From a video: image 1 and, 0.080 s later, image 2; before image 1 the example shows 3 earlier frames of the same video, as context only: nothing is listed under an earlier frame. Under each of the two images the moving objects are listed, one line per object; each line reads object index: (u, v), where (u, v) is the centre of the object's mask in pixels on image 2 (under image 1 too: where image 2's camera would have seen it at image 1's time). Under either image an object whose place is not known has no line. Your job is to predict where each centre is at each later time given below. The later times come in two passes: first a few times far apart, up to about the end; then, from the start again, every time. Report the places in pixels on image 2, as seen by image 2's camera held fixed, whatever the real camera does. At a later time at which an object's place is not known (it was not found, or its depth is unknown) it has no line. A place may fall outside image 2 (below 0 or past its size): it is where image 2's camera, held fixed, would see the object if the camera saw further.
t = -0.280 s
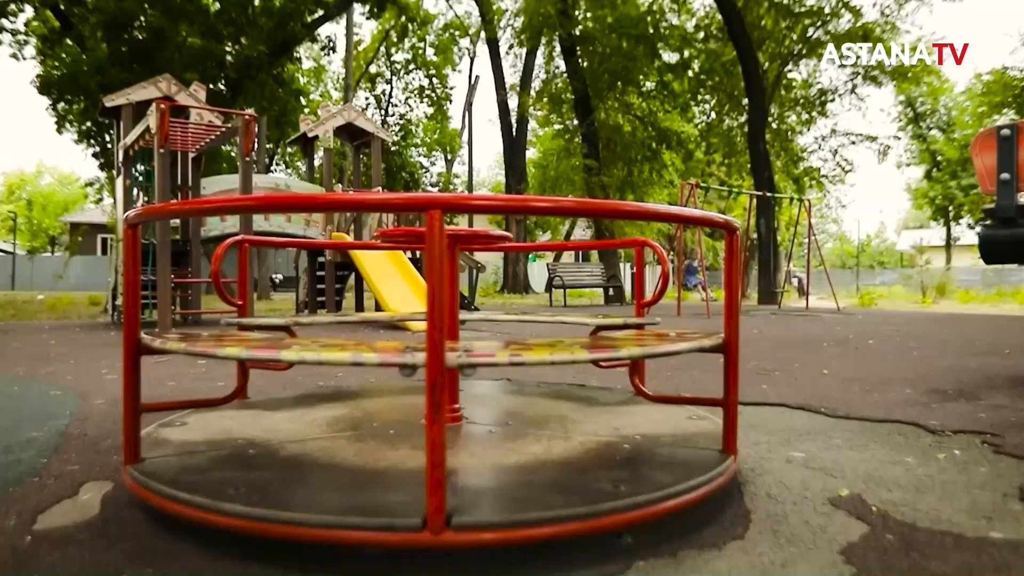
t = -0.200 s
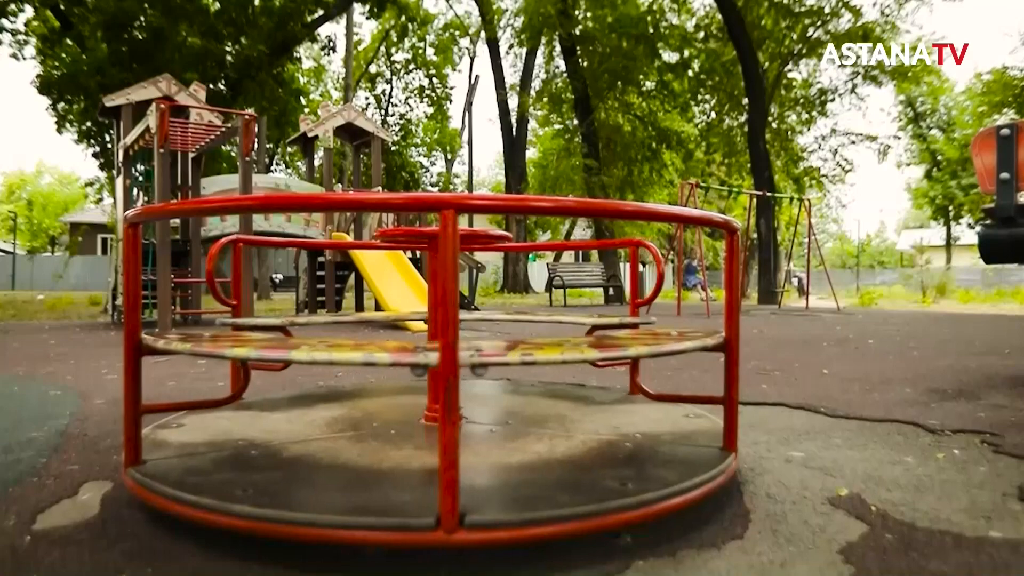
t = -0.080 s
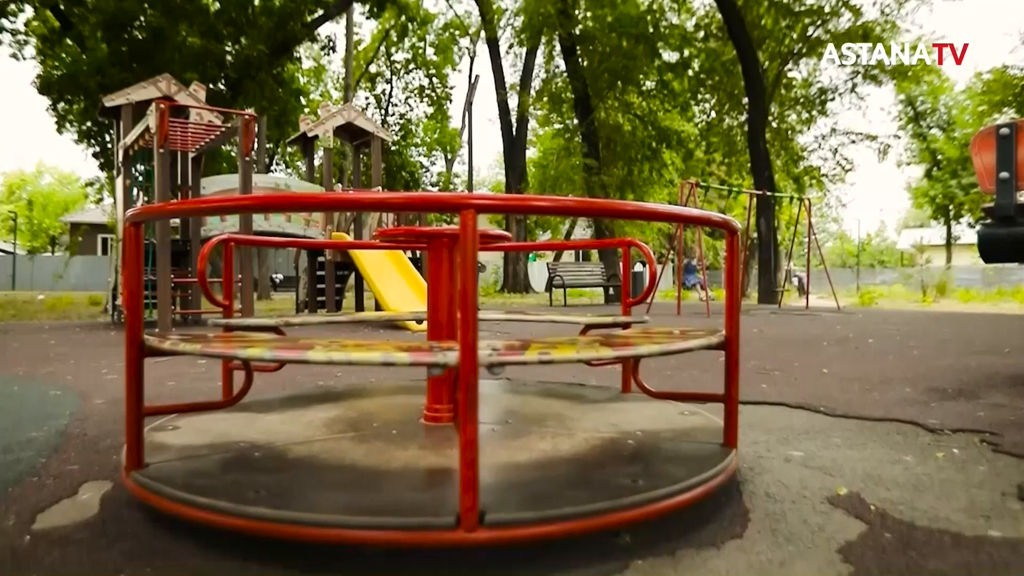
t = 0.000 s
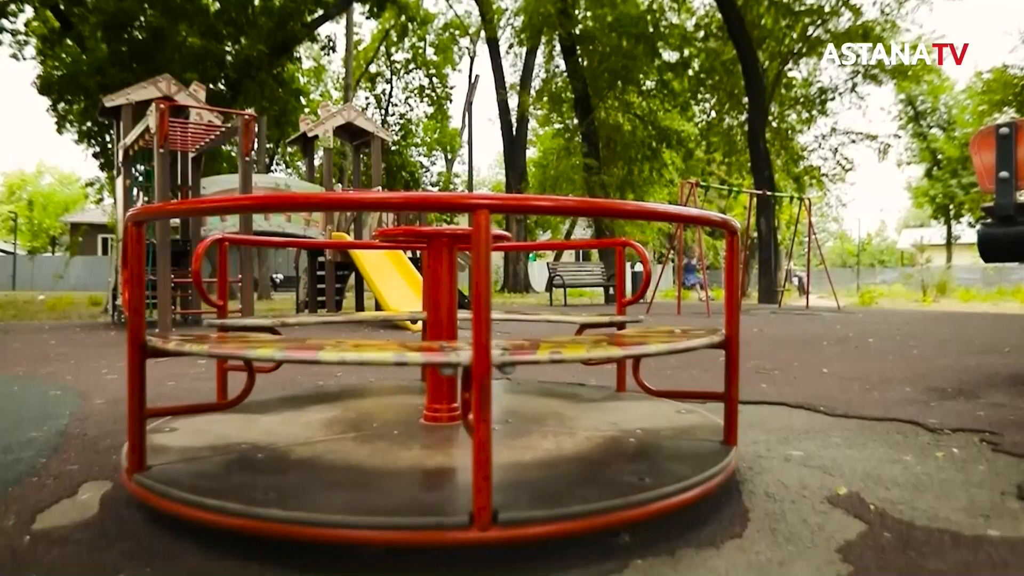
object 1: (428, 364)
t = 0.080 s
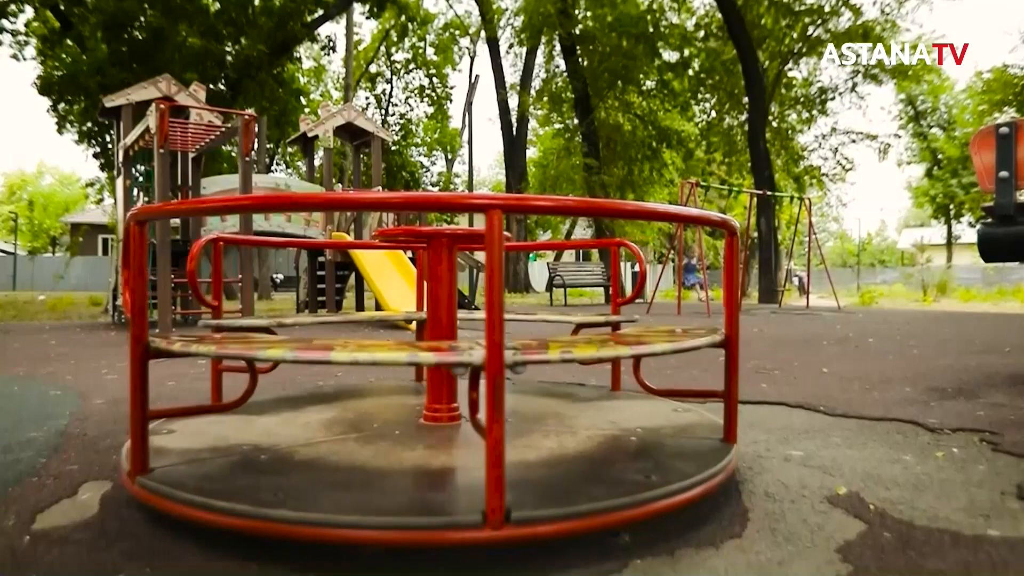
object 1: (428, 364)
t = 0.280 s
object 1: (430, 363)
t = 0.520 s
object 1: (432, 364)
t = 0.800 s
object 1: (435, 365)
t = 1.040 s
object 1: (431, 365)
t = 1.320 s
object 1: (426, 365)
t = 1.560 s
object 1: (422, 366)
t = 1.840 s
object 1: (424, 366)
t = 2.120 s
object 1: (427, 367)
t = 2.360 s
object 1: (429, 368)
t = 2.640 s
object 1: (433, 369)
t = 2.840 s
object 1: (436, 370)
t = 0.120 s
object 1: (428, 364)
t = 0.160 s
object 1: (429, 364)
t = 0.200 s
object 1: (429, 363)
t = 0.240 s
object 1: (429, 363)
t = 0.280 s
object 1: (430, 363)
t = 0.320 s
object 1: (430, 363)
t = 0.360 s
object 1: (430, 364)
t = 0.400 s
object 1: (431, 364)
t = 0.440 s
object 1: (431, 364)
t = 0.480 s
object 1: (432, 364)
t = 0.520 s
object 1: (432, 364)
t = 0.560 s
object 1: (433, 364)
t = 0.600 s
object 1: (433, 364)
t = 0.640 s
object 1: (434, 364)
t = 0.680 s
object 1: (434, 364)
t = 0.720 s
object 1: (435, 364)
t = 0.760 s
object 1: (435, 364)
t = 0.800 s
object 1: (435, 365)
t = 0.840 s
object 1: (435, 365)
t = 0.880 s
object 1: (434, 365)
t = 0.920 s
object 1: (434, 365)
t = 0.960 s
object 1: (433, 365)
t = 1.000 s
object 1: (432, 365)
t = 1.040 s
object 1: (431, 365)
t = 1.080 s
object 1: (430, 365)
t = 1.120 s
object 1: (430, 365)
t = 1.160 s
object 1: (429, 365)
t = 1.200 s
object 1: (428, 365)
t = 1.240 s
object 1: (427, 365)
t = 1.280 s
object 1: (427, 365)
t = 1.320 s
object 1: (426, 365)
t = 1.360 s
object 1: (425, 365)
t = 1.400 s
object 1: (424, 365)
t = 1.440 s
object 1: (423, 366)
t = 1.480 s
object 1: (423, 365)
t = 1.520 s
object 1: (423, 366)
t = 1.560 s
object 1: (422, 366)
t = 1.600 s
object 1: (422, 366)
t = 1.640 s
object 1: (422, 366)
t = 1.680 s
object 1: (422, 366)
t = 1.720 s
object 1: (422, 366)
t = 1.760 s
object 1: (423, 366)
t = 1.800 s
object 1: (423, 366)
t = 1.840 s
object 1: (424, 366)
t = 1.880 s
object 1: (424, 366)
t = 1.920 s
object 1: (425, 366)
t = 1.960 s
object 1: (425, 366)
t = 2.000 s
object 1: (426, 367)
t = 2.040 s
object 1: (426, 367)
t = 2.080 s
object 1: (426, 367)
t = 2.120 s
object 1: (427, 367)
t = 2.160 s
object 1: (427, 367)
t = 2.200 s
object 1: (428, 367)
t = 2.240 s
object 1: (428, 367)
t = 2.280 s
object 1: (429, 368)
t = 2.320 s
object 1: (429, 368)
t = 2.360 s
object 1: (429, 368)
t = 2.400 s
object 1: (430, 368)
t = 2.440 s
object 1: (430, 368)
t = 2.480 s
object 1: (431, 368)
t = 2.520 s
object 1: (431, 369)
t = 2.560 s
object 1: (432, 369)
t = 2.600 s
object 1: (433, 369)
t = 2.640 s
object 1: (433, 369)
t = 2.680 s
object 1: (434, 369)
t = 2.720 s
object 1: (434, 370)
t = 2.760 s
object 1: (434, 370)
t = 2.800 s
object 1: (435, 370)
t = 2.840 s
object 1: (436, 370)
